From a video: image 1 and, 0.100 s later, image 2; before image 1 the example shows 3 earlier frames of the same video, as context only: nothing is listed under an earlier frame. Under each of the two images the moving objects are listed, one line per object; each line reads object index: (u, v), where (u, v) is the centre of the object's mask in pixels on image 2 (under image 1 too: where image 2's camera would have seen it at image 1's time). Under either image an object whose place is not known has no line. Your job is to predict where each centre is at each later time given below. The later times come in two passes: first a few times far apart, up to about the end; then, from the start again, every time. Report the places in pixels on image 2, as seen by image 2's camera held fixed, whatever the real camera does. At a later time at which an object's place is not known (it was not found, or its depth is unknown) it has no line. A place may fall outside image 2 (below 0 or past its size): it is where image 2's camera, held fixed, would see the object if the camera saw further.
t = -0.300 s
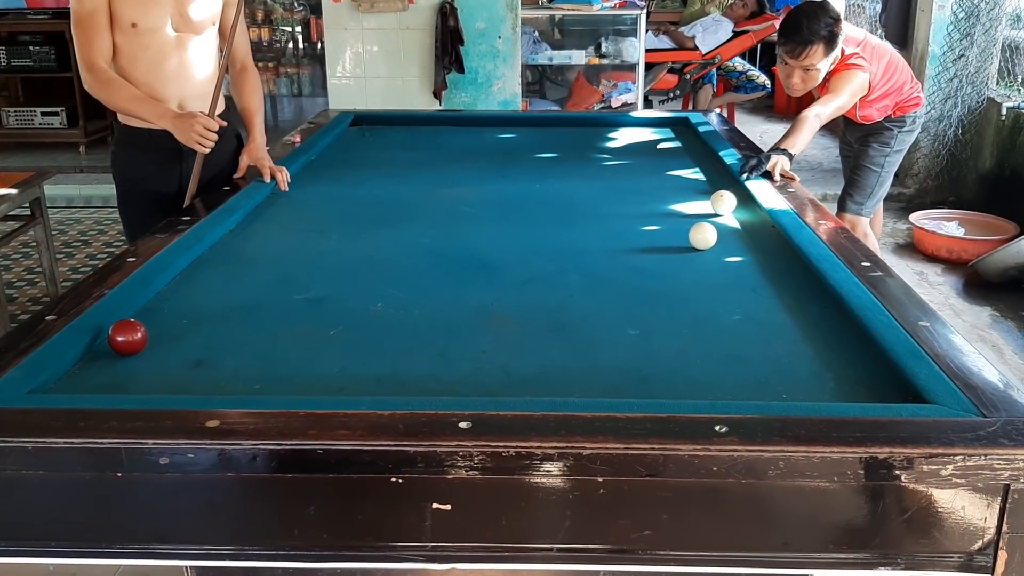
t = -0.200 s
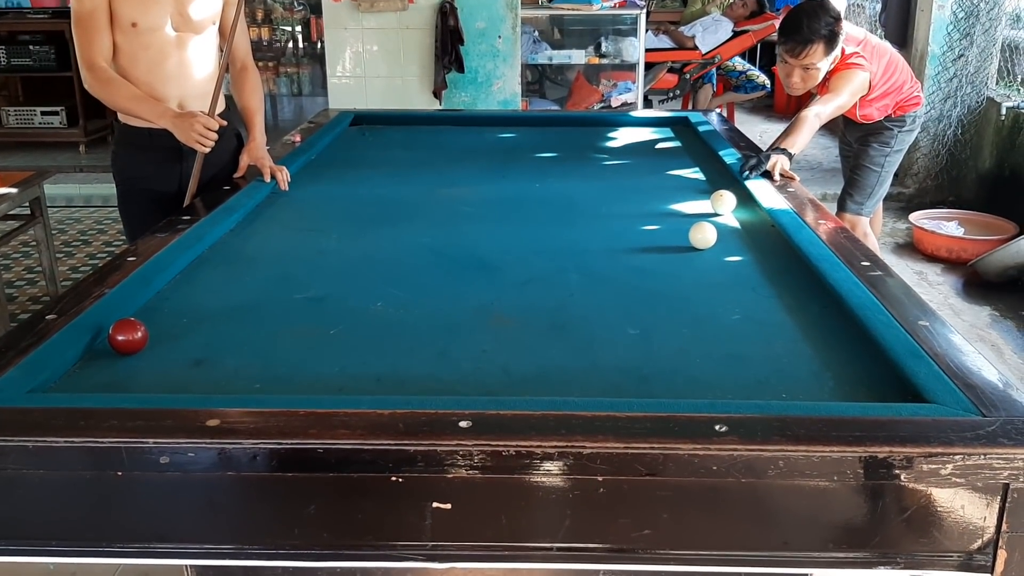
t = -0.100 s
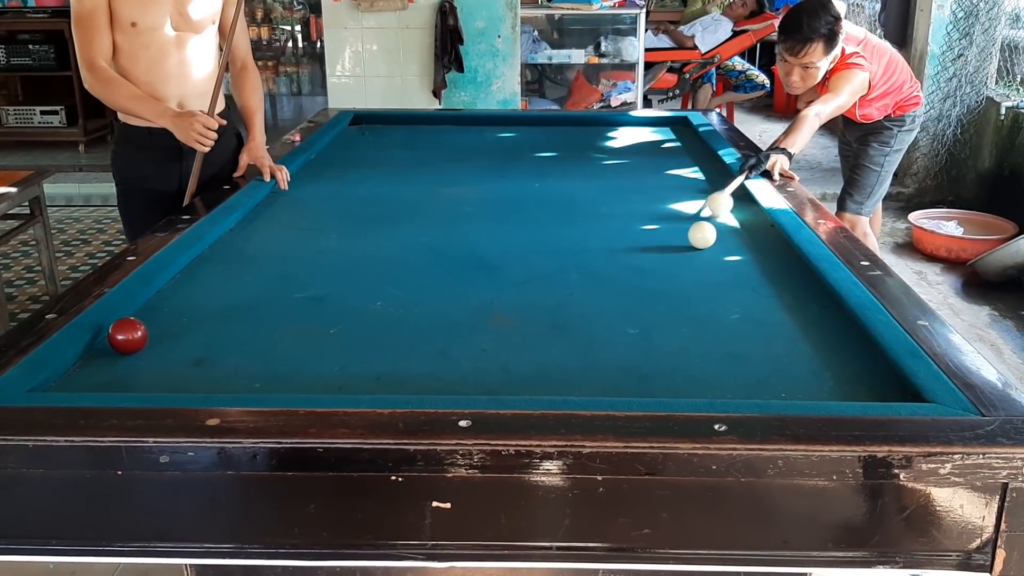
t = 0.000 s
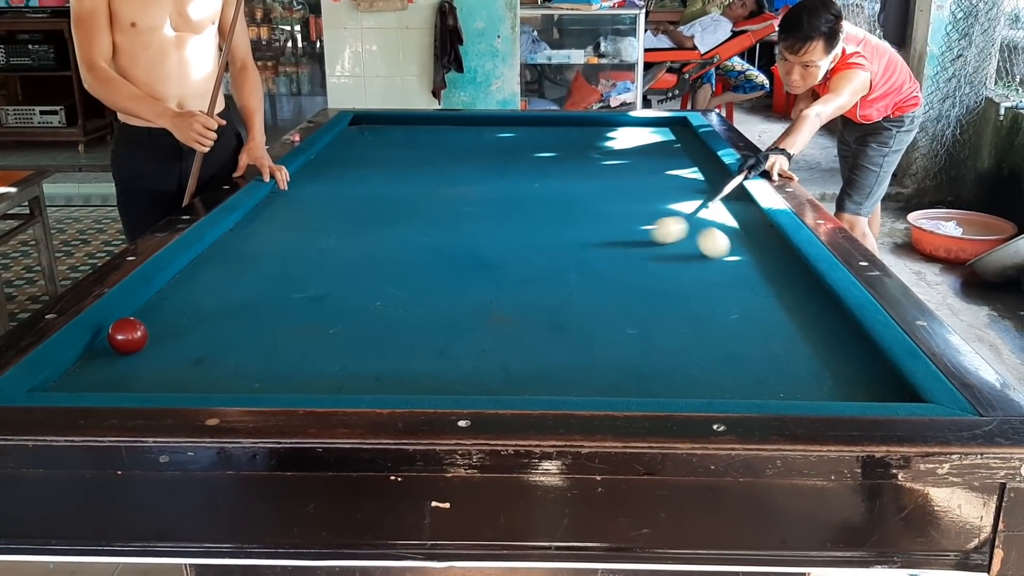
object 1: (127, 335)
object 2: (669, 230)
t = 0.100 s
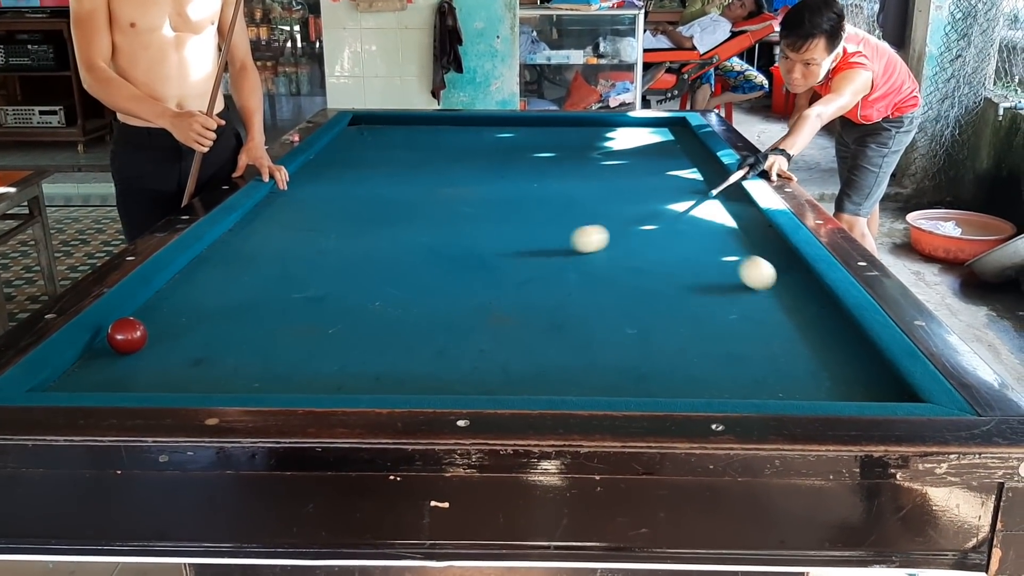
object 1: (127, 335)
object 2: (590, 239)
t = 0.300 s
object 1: (127, 336)
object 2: (425, 266)
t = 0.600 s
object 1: (126, 337)
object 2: (138, 317)
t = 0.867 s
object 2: (241, 317)
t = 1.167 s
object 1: (154, 371)
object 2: (338, 315)
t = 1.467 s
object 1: (193, 348)
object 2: (431, 313)
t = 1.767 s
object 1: (226, 330)
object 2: (520, 311)
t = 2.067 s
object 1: (256, 315)
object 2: (605, 308)
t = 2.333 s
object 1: (280, 303)
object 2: (678, 305)
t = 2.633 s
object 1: (304, 292)
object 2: (757, 303)
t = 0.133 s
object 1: (127, 336)
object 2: (564, 242)
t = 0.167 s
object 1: (127, 336)
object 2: (537, 246)
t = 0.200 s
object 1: (127, 336)
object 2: (510, 251)
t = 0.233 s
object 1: (127, 336)
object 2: (483, 255)
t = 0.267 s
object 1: (127, 336)
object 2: (455, 261)
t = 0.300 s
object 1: (127, 336)
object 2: (425, 266)
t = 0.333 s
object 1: (127, 336)
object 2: (395, 272)
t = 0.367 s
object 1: (127, 336)
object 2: (363, 278)
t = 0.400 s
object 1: (127, 336)
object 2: (330, 284)
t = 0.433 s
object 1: (127, 336)
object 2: (296, 290)
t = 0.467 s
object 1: (127, 335)
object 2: (261, 296)
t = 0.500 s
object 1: (127, 335)
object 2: (224, 303)
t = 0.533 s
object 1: (127, 336)
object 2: (186, 310)
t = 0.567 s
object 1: (127, 336)
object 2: (152, 315)
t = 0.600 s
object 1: (126, 337)
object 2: (138, 317)
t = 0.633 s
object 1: (125, 344)
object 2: (153, 320)
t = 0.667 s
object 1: (125, 350)
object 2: (169, 320)
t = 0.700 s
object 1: (123, 356)
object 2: (183, 319)
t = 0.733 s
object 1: (122, 361)
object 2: (196, 318)
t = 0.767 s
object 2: (207, 318)
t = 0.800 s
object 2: (219, 318)
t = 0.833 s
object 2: (230, 317)
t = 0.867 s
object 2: (241, 317)
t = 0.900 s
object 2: (252, 317)
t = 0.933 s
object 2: (263, 316)
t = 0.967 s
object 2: (274, 316)
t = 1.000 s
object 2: (285, 316)
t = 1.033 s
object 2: (295, 316)
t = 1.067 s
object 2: (306, 315)
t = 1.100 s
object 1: (144, 375)
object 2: (317, 315)
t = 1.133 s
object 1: (149, 373)
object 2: (328, 315)
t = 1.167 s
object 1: (154, 371)
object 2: (338, 315)
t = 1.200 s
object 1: (158, 368)
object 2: (349, 314)
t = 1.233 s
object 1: (163, 365)
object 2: (359, 314)
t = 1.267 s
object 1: (167, 363)
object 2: (369, 314)
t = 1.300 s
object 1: (172, 360)
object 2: (380, 314)
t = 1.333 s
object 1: (176, 358)
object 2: (390, 314)
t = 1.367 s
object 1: (180, 355)
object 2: (401, 313)
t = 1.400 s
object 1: (184, 353)
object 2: (411, 313)
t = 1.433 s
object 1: (188, 351)
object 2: (421, 313)
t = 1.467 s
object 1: (193, 348)
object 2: (431, 313)
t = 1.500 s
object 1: (197, 346)
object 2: (441, 313)
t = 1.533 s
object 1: (200, 344)
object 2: (451, 312)
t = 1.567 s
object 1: (204, 342)
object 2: (461, 312)
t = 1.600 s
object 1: (208, 340)
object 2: (471, 312)
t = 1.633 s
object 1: (212, 338)
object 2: (481, 312)
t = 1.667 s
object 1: (215, 336)
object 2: (491, 311)
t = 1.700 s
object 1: (219, 334)
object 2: (501, 311)
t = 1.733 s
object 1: (222, 332)
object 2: (510, 311)
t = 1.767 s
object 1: (226, 330)
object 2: (520, 311)
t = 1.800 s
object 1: (229, 328)
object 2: (530, 310)
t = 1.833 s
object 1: (233, 326)
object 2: (539, 310)
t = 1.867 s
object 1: (236, 324)
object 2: (549, 310)
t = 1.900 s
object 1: (240, 323)
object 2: (558, 309)
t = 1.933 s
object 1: (243, 321)
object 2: (568, 309)
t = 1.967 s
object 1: (246, 320)
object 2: (578, 309)
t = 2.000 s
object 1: (249, 318)
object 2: (587, 308)
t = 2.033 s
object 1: (253, 316)
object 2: (596, 308)
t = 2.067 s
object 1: (256, 315)
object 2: (605, 308)
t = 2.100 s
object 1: (259, 313)
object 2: (615, 308)
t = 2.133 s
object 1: (262, 312)
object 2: (624, 307)
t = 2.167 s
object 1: (265, 310)
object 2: (633, 307)
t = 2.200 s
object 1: (268, 309)
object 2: (642, 307)
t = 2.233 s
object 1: (271, 307)
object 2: (651, 306)
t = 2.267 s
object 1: (274, 306)
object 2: (660, 306)
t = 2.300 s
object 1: (277, 305)
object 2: (669, 306)
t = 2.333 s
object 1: (280, 303)
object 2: (678, 305)
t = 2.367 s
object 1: (283, 302)
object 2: (687, 305)
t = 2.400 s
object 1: (286, 301)
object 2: (696, 305)
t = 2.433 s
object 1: (288, 300)
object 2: (705, 305)
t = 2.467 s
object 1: (291, 298)
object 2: (714, 304)
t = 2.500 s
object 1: (294, 297)
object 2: (722, 304)
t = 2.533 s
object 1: (296, 296)
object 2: (731, 304)
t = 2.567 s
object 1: (299, 295)
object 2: (740, 303)
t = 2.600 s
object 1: (302, 293)
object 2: (748, 303)
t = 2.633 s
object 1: (304, 292)
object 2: (757, 303)
